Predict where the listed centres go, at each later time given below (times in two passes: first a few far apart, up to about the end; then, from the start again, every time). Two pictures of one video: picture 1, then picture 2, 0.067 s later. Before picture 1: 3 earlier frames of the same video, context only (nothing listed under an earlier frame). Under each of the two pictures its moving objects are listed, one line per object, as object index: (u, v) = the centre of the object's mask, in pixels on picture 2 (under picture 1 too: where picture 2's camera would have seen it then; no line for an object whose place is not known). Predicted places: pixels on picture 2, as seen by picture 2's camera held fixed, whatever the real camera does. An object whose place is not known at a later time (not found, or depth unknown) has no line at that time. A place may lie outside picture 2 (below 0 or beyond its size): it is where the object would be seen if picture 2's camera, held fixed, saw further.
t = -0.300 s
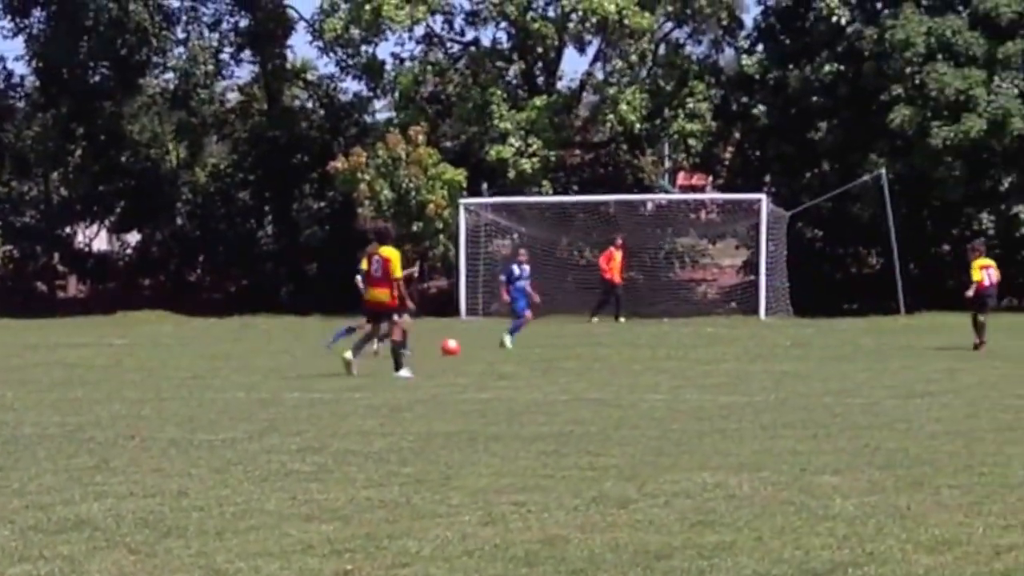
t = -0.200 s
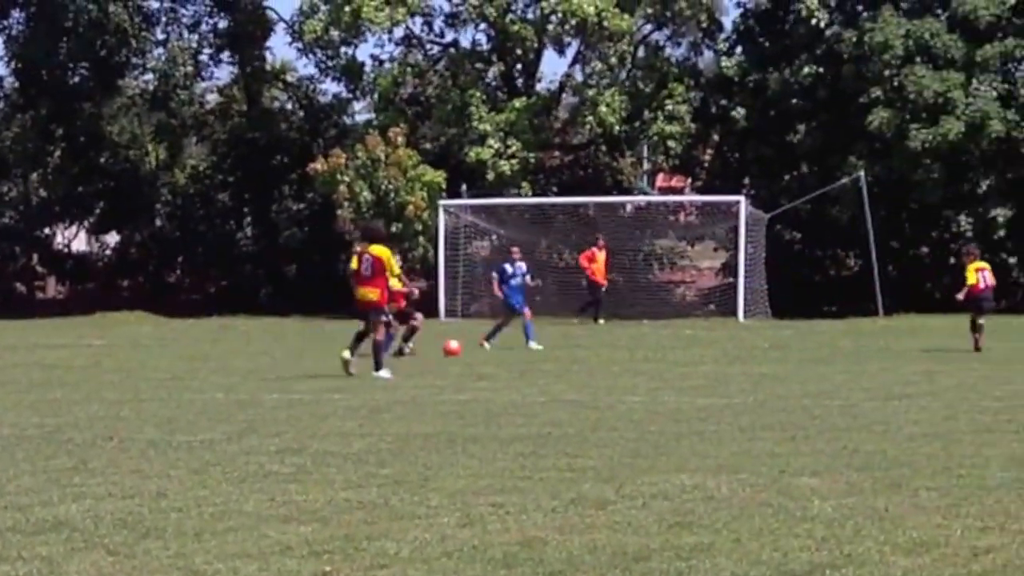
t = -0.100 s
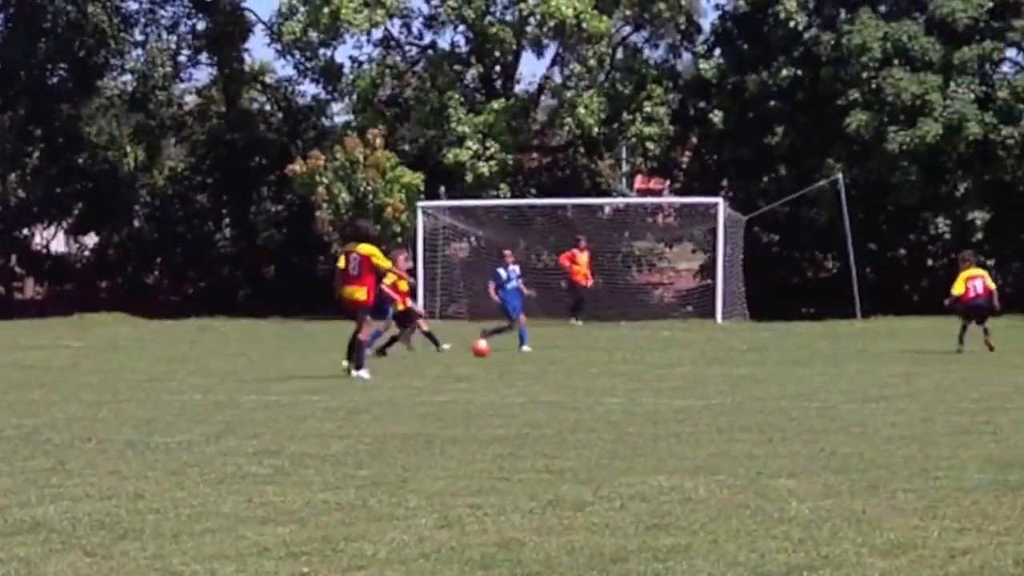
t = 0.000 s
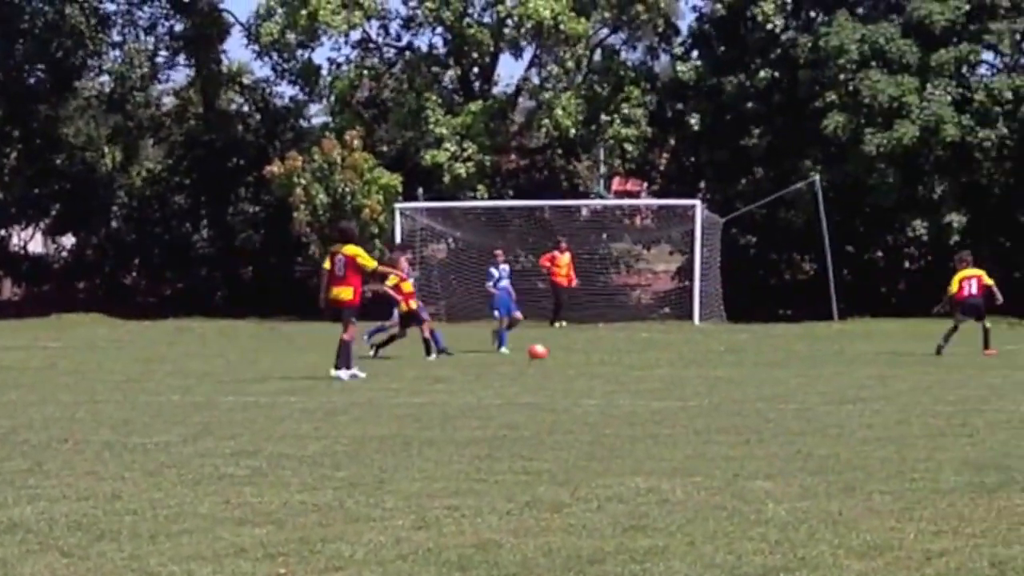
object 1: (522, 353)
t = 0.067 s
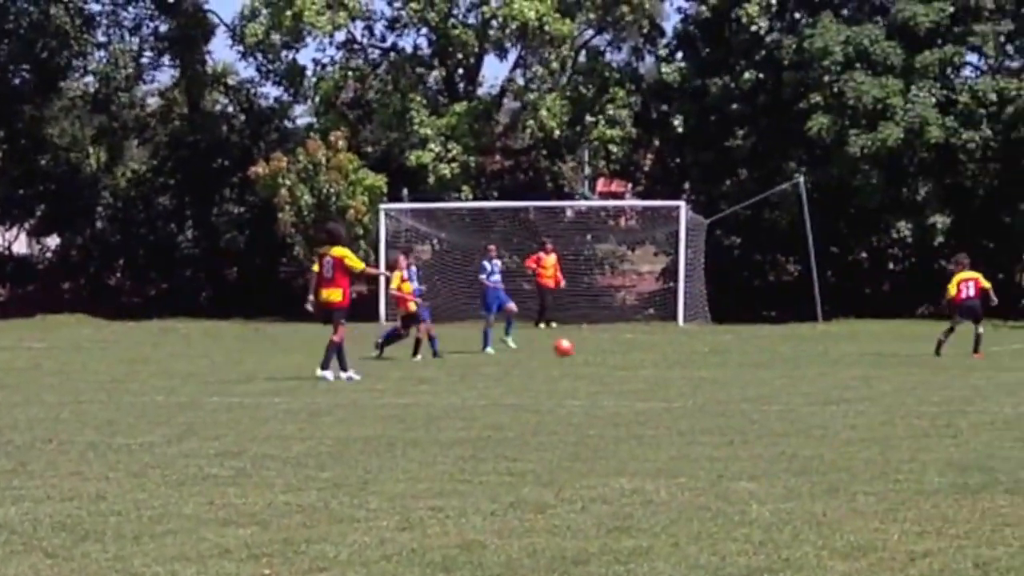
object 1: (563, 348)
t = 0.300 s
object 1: (707, 351)
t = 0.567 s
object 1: (830, 347)
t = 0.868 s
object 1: (958, 346)
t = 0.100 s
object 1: (585, 345)
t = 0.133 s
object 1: (605, 344)
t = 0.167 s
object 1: (626, 344)
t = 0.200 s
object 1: (646, 345)
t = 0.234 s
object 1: (666, 346)
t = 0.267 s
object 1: (687, 349)
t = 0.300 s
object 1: (707, 351)
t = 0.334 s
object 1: (722, 349)
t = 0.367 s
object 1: (738, 347)
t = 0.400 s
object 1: (753, 345)
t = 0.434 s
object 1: (769, 345)
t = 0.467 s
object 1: (785, 346)
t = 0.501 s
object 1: (800, 347)
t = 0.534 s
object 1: (816, 348)
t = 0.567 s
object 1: (830, 347)
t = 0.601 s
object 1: (845, 344)
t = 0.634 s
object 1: (860, 342)
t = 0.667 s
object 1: (875, 342)
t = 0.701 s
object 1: (888, 342)
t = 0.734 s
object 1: (902, 344)
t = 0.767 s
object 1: (917, 345)
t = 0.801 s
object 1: (931, 348)
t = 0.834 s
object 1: (945, 348)
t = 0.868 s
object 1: (958, 346)
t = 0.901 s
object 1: (971, 345)
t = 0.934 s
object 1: (984, 344)
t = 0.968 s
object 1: (997, 344)
